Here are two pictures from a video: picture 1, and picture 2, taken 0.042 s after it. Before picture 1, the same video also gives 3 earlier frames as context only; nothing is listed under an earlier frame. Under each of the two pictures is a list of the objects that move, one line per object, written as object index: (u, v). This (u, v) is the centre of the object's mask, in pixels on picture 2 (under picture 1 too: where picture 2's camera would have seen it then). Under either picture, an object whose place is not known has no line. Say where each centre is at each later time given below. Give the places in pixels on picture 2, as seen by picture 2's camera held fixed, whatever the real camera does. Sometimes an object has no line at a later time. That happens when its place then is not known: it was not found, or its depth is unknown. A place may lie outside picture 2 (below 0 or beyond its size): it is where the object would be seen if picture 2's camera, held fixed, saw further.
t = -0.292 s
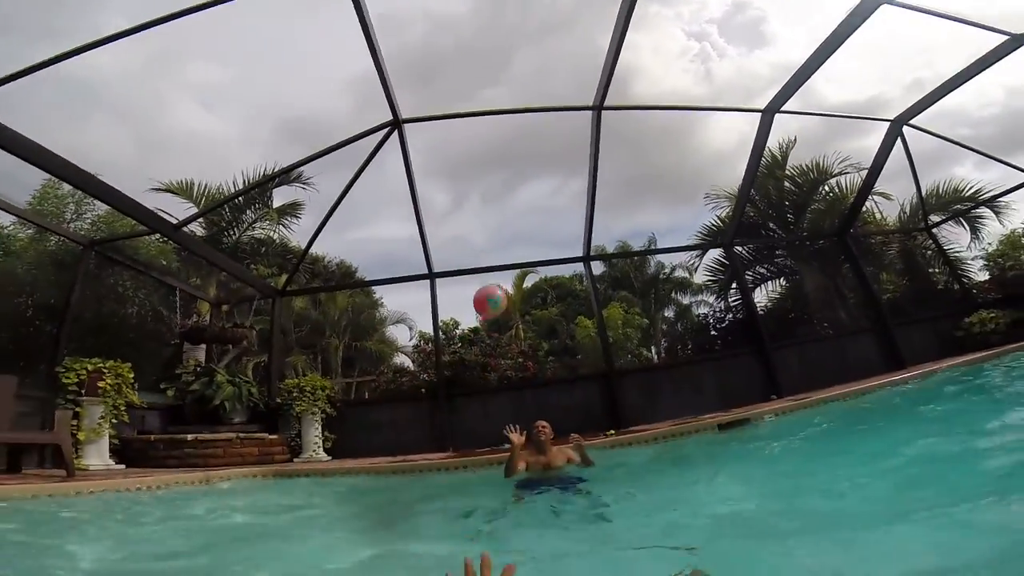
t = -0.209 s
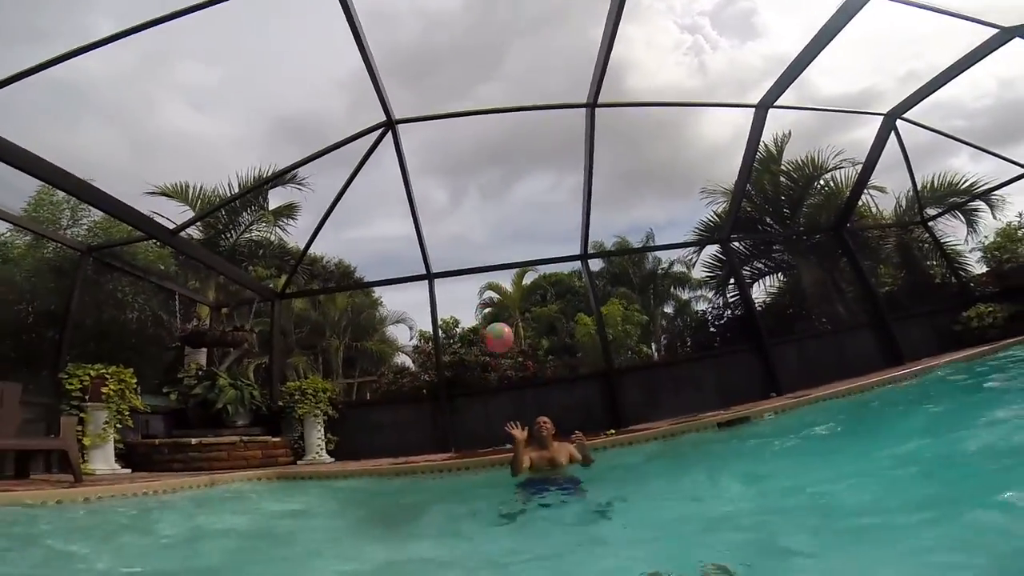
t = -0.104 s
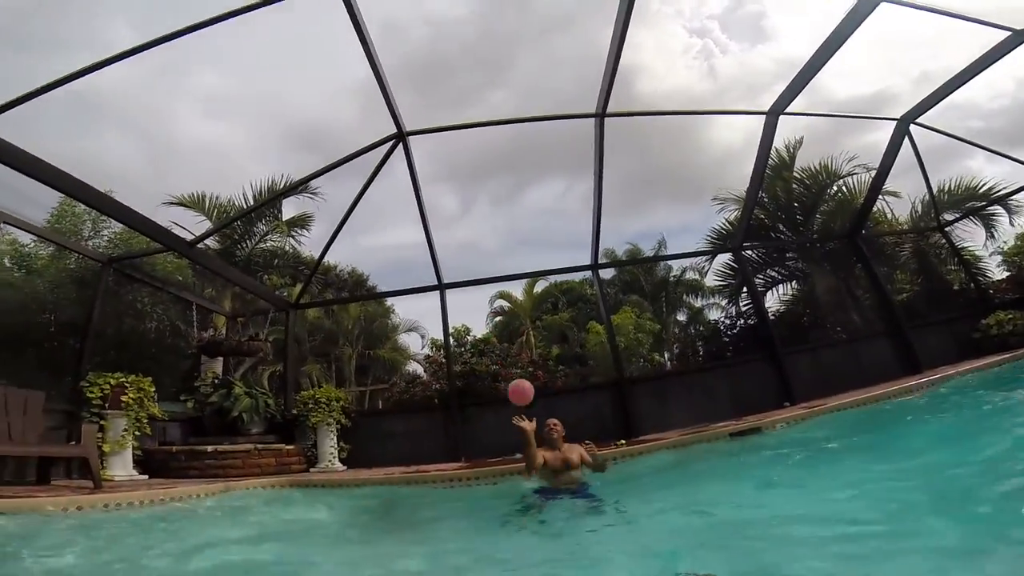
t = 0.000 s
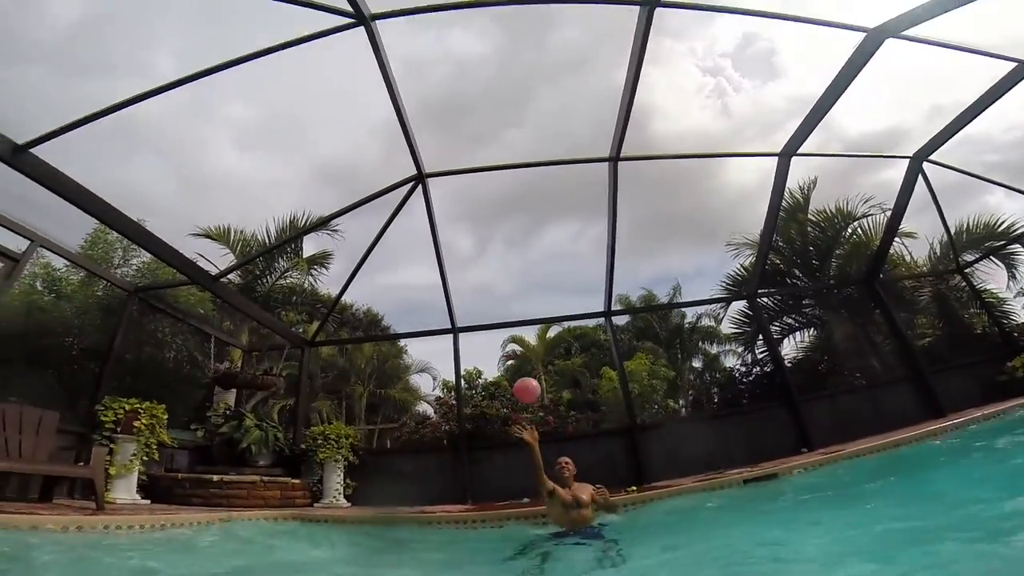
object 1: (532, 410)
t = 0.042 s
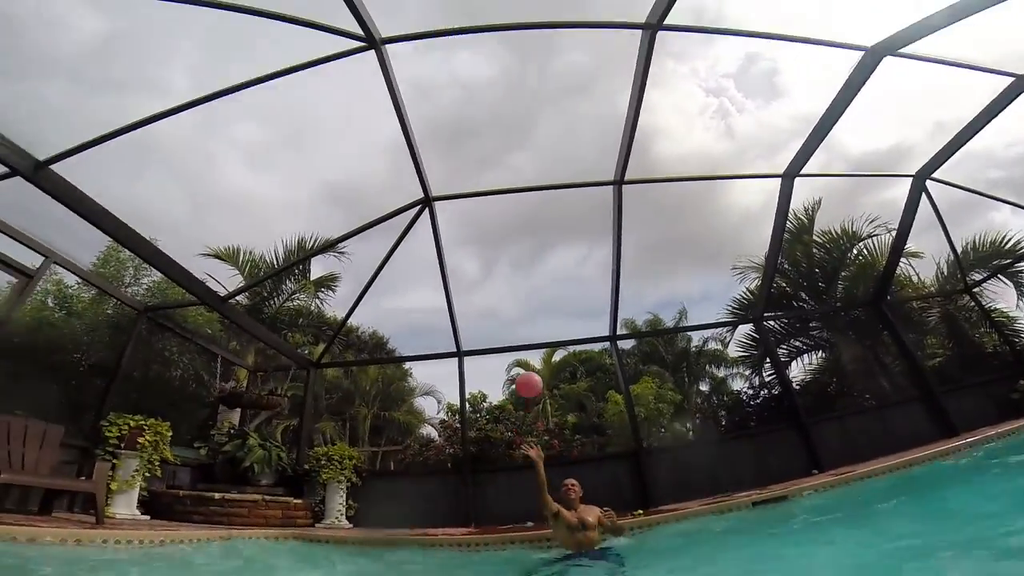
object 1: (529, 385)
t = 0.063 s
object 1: (526, 373)
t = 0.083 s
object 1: (527, 361)
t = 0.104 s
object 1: (525, 350)
